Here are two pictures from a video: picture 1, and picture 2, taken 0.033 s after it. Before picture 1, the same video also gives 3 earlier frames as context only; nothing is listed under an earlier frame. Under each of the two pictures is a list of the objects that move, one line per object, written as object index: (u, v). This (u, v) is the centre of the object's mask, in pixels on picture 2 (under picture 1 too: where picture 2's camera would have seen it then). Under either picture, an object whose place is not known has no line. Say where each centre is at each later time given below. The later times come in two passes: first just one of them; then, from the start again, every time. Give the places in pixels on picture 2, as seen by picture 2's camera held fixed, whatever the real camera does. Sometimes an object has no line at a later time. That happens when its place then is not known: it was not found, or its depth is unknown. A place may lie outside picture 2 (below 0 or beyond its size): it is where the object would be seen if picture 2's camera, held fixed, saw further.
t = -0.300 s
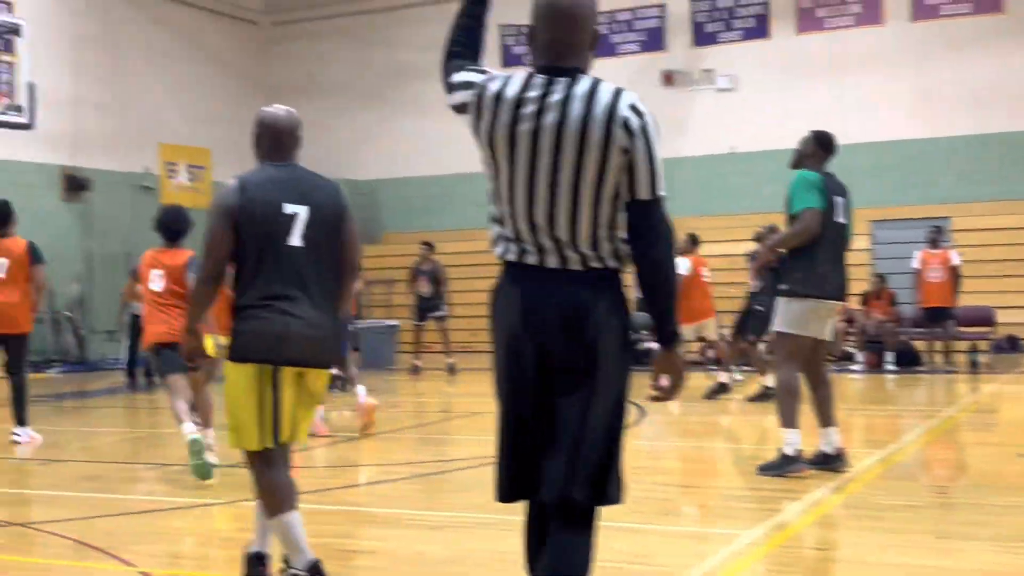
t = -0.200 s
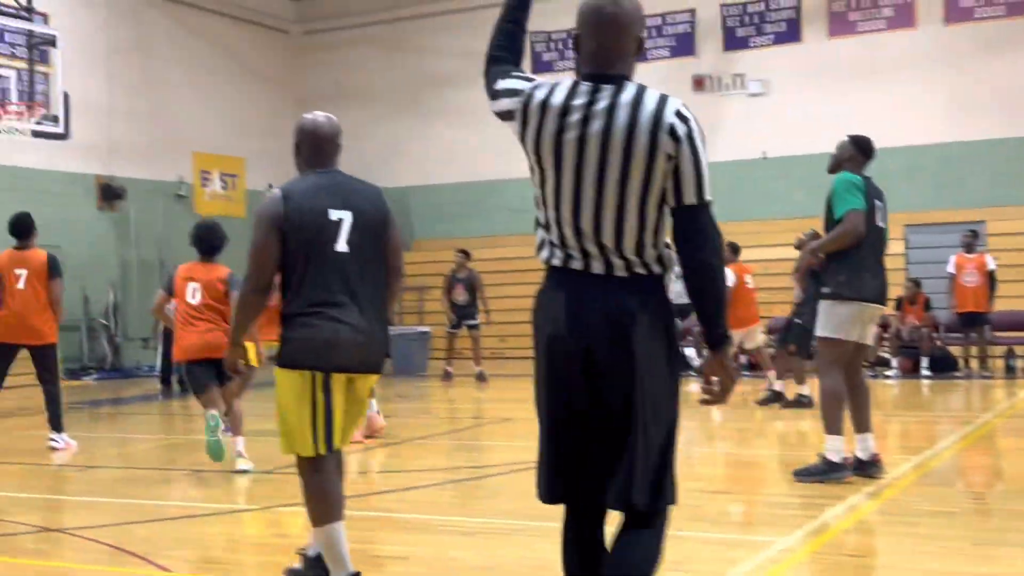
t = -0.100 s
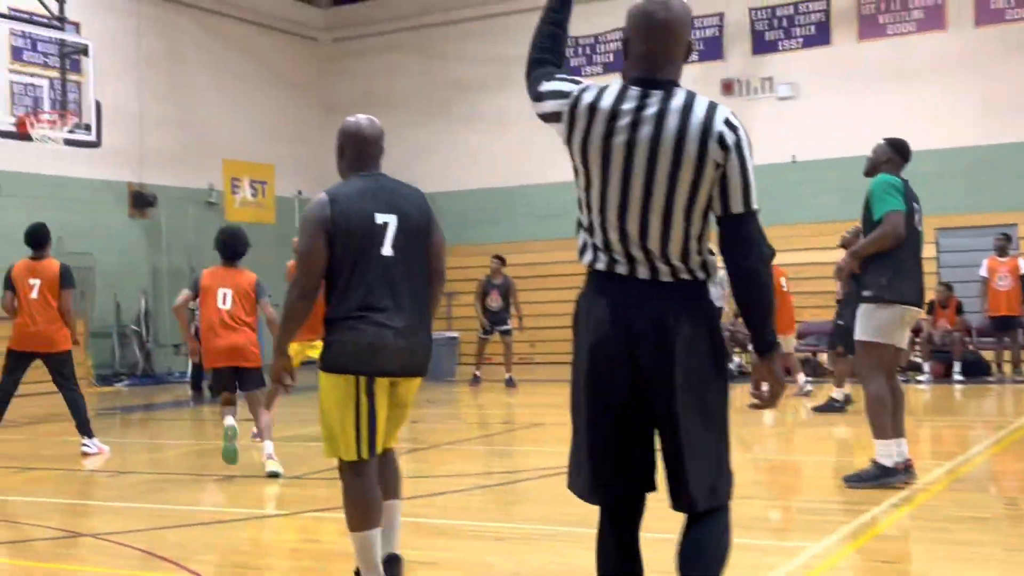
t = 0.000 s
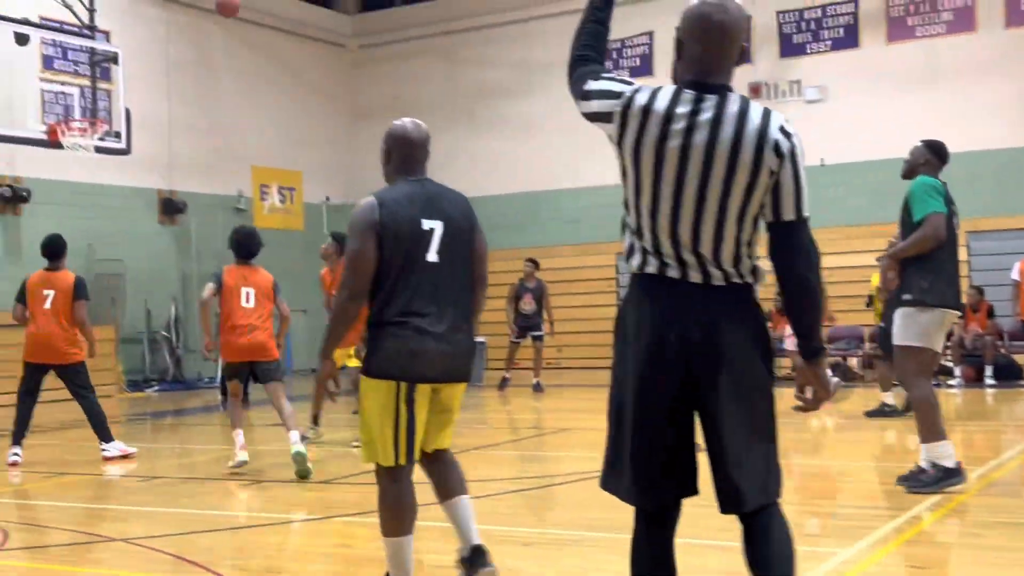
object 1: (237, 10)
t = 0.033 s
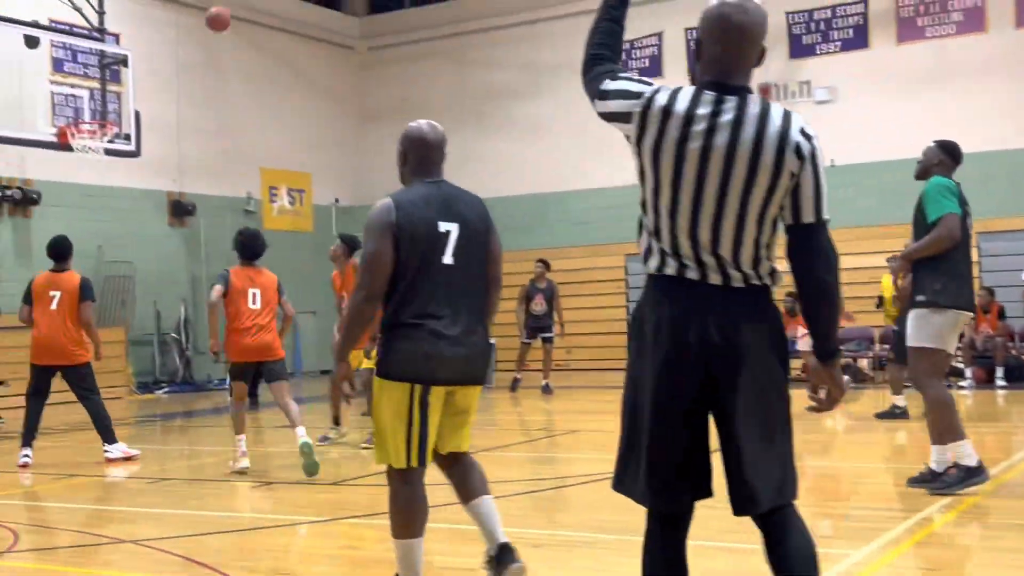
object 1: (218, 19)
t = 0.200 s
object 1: (125, 95)
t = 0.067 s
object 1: (199, 33)
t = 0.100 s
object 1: (181, 46)
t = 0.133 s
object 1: (162, 61)
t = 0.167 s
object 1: (144, 78)
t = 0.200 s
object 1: (125, 95)
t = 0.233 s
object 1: (107, 113)
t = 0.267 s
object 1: (86, 131)
